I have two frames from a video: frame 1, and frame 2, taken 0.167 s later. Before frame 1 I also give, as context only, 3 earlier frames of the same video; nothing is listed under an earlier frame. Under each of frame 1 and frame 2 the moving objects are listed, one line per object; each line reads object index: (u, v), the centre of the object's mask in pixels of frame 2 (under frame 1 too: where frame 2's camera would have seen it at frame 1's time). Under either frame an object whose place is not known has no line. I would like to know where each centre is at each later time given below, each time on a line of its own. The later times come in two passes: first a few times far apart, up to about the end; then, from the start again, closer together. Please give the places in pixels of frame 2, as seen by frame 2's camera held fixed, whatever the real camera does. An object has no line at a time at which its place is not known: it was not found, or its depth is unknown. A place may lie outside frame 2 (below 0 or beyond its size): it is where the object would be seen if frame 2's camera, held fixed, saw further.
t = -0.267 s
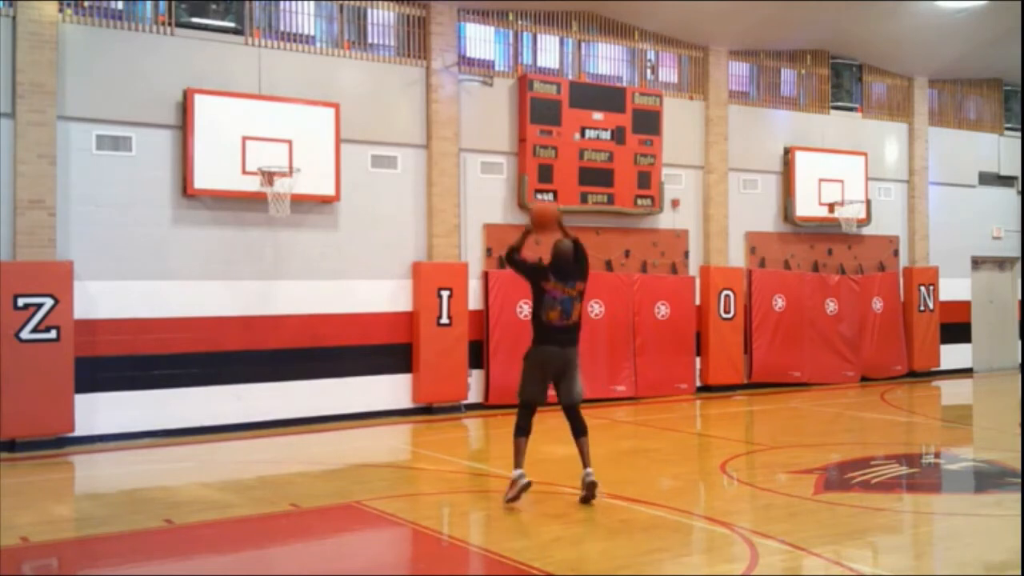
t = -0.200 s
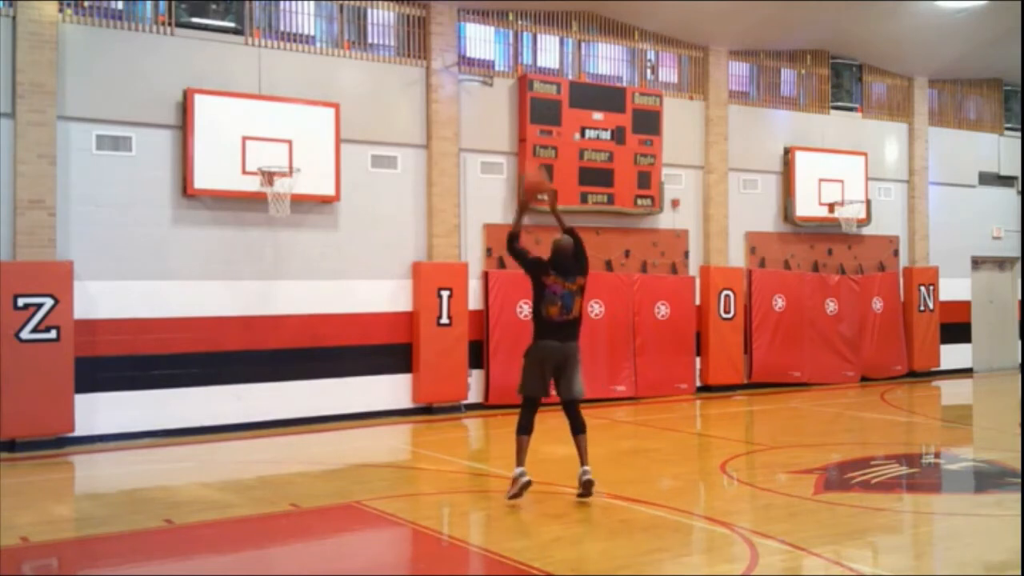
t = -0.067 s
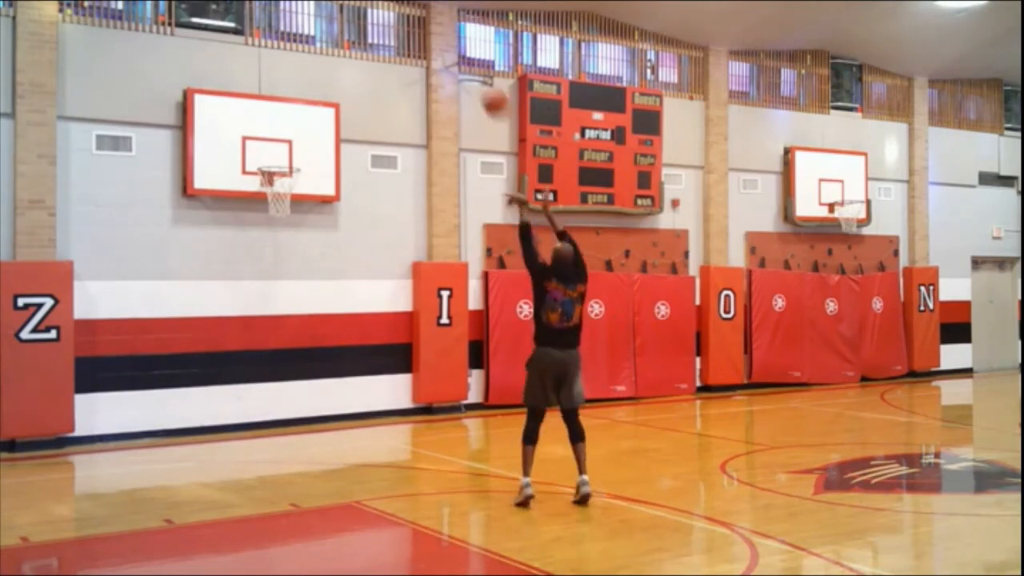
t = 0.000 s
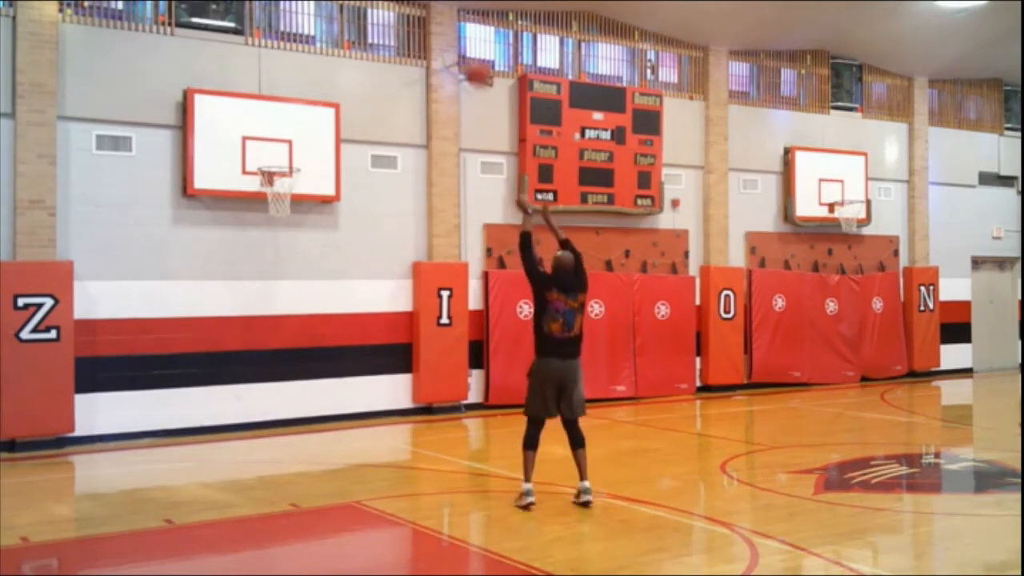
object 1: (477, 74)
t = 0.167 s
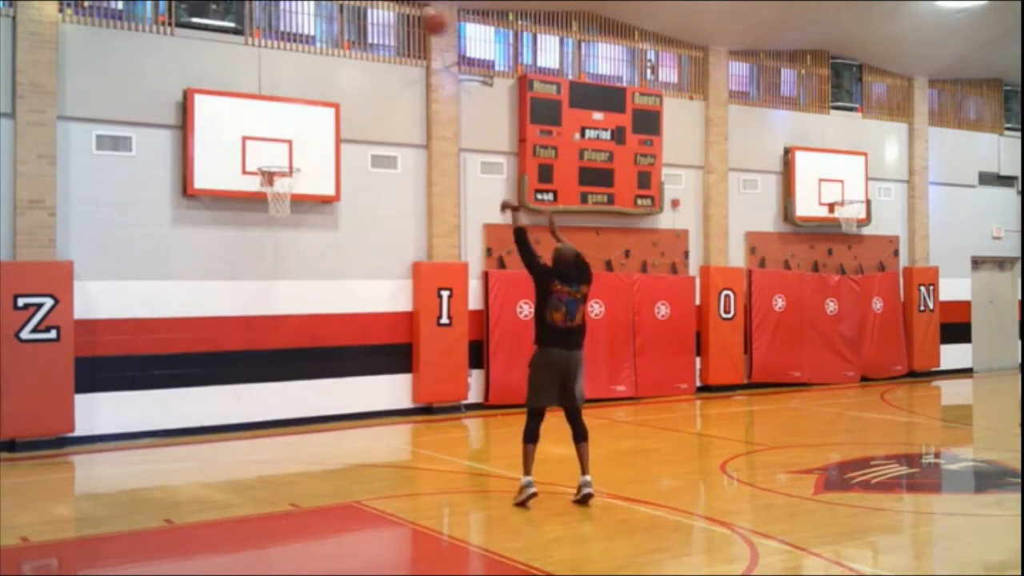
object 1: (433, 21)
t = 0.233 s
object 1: (420, 13)
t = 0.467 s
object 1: (369, 12)
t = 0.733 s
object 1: (322, 73)
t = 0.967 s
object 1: (288, 163)
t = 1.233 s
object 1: (270, 181)
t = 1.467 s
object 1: (281, 202)
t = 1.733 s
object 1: (292, 278)
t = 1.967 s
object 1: (302, 398)
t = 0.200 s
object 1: (425, 14)
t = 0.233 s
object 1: (420, 13)
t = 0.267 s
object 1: (412, 9)
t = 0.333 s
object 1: (398, 7)
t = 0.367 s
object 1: (389, 7)
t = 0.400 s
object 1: (383, 8)
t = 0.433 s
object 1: (375, 10)
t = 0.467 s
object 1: (369, 12)
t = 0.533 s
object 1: (356, 21)
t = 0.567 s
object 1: (351, 26)
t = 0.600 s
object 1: (345, 34)
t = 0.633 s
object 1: (340, 42)
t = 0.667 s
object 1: (334, 51)
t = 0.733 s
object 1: (322, 73)
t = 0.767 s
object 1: (318, 82)
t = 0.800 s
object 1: (312, 94)
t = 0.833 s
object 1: (307, 109)
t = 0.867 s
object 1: (301, 123)
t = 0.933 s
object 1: (292, 152)
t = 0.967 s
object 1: (288, 163)
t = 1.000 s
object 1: (283, 167)
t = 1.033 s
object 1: (279, 171)
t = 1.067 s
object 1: (277, 173)
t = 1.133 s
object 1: (271, 178)
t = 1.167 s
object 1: (270, 181)
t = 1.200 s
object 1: (270, 181)
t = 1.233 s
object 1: (270, 181)
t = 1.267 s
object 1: (271, 182)
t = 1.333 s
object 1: (274, 185)
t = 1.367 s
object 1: (275, 186)
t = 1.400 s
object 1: (277, 190)
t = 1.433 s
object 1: (279, 196)
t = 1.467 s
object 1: (281, 202)
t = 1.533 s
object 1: (284, 216)
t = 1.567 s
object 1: (285, 223)
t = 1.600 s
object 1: (287, 232)
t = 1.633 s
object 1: (288, 243)
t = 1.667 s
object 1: (290, 254)
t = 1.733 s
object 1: (292, 278)
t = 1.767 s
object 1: (294, 293)
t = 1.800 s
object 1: (296, 307)
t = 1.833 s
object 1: (298, 323)
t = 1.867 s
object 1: (299, 343)
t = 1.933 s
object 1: (301, 374)
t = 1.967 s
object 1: (302, 398)
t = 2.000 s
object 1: (303, 421)
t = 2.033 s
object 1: (304, 419)
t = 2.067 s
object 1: (305, 402)
